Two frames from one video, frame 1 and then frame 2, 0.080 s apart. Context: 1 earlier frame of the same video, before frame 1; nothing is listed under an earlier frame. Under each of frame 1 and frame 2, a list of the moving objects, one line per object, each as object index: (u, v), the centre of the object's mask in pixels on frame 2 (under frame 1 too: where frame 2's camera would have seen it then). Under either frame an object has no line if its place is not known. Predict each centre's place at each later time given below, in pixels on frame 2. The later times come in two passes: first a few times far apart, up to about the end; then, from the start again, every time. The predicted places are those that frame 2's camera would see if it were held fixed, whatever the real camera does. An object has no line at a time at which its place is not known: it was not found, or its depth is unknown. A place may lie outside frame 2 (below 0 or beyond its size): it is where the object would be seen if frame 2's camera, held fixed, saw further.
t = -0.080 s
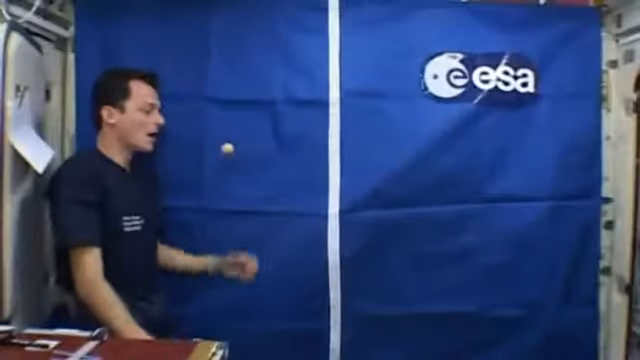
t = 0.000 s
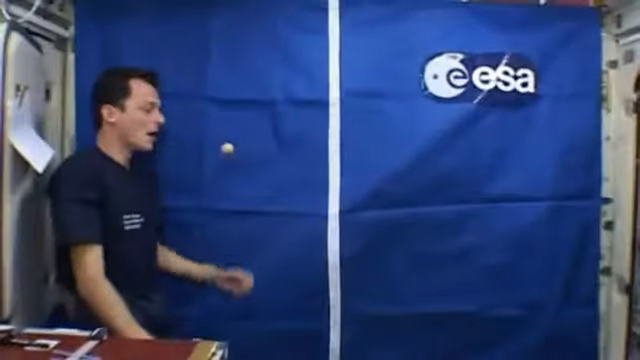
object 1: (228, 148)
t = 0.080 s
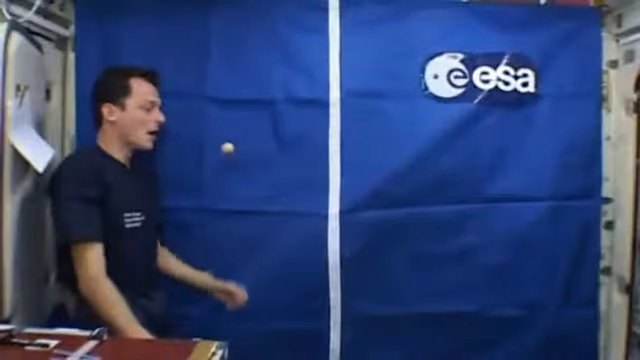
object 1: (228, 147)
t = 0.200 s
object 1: (228, 147)
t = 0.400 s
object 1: (228, 147)
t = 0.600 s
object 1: (228, 147)
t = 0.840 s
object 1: (228, 147)
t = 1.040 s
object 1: (228, 147)
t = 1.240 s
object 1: (229, 147)
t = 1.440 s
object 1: (230, 146)
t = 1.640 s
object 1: (231, 146)
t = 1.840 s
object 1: (233, 145)
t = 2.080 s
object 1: (236, 144)
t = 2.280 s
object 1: (238, 143)
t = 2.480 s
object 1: (242, 142)
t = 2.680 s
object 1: (246, 140)
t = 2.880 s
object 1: (251, 138)
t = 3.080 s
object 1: (256, 136)
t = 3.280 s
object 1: (262, 134)
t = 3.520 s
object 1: (270, 132)
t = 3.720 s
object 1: (278, 130)
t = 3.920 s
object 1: (286, 129)
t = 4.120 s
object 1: (294, 127)
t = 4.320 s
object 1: (303, 126)
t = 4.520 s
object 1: (313, 124)
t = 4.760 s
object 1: (323, 122)
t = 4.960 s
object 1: (334, 120)
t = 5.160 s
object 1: (345, 118)
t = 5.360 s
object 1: (355, 116)
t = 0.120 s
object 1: (227, 147)
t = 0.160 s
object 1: (228, 148)
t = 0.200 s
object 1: (228, 147)
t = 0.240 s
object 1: (228, 147)
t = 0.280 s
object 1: (228, 147)
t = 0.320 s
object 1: (227, 147)
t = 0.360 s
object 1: (228, 147)
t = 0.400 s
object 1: (228, 147)
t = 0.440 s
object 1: (228, 147)
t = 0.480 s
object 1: (228, 147)
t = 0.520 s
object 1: (228, 147)
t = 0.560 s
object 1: (228, 147)
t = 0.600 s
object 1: (228, 147)
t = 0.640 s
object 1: (228, 147)
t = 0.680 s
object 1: (228, 147)
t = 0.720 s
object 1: (228, 147)
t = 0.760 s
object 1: (228, 147)
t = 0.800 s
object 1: (228, 147)
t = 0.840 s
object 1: (228, 147)
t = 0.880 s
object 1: (228, 147)
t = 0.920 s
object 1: (228, 147)
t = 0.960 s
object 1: (228, 147)
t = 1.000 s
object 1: (228, 147)
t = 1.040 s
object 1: (228, 147)
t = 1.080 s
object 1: (228, 147)
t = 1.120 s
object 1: (228, 147)
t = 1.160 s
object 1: (229, 147)
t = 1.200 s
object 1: (229, 147)
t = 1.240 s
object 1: (229, 147)
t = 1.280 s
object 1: (229, 146)
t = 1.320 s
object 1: (229, 146)
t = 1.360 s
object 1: (229, 146)
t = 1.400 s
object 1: (230, 146)
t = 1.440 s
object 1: (230, 146)
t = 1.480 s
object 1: (230, 146)
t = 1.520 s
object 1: (231, 146)
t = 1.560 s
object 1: (231, 146)
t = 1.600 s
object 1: (231, 146)
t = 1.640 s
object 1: (231, 146)
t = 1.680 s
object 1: (232, 146)
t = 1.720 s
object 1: (232, 146)
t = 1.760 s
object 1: (232, 145)
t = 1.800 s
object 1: (233, 145)
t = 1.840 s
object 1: (233, 145)
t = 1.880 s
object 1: (233, 145)
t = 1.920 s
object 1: (234, 145)
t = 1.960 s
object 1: (234, 145)
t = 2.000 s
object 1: (234, 144)
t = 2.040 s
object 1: (235, 144)
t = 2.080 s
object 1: (236, 144)
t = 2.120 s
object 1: (236, 144)
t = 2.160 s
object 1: (237, 144)
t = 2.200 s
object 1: (237, 144)
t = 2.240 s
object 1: (238, 144)
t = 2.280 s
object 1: (238, 143)
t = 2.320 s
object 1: (239, 143)
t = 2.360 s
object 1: (239, 143)
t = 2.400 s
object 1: (240, 142)
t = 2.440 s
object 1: (241, 142)
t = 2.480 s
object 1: (242, 142)
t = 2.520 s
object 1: (243, 141)
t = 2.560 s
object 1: (243, 141)
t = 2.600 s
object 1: (244, 141)
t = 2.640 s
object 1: (245, 140)
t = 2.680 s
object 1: (246, 140)
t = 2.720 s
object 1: (247, 140)
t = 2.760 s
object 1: (248, 139)
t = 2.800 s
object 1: (249, 139)
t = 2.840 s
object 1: (250, 139)
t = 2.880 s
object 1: (251, 138)
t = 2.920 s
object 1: (251, 138)
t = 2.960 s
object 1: (253, 138)
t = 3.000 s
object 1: (254, 137)
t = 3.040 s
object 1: (255, 136)
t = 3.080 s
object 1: (256, 136)
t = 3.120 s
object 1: (258, 136)
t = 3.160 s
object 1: (258, 136)
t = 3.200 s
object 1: (260, 135)
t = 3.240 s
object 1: (261, 135)
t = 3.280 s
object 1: (262, 134)
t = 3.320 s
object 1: (263, 134)
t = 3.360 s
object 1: (265, 134)
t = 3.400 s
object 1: (266, 133)
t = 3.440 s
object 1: (268, 133)
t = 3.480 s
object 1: (269, 132)
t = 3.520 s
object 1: (270, 132)
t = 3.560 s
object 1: (272, 132)
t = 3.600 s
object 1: (273, 131)
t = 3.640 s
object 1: (275, 131)
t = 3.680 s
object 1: (276, 131)
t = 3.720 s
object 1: (278, 130)
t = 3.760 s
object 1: (279, 130)
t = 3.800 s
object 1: (281, 130)
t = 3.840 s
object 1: (283, 130)
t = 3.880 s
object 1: (284, 129)
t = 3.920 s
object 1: (286, 129)
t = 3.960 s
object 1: (287, 128)
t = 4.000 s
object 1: (289, 128)
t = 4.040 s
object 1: (290, 128)
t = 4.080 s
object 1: (293, 128)
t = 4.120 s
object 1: (294, 127)
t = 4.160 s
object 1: (296, 127)
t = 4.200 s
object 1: (297, 127)
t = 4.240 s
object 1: (300, 126)
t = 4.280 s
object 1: (301, 126)
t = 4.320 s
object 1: (303, 126)
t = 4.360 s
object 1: (305, 125)
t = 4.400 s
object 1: (307, 125)
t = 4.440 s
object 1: (308, 125)
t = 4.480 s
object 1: (310, 124)
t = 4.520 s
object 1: (313, 124)
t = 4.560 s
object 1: (314, 124)
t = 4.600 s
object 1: (316, 123)
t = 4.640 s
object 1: (318, 123)
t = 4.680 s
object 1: (320, 123)
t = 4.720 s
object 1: (322, 122)
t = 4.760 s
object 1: (323, 122)
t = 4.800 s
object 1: (324, 121)
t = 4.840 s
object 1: (326, 121)
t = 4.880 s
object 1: (329, 121)
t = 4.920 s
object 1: (331, 121)
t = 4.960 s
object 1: (334, 120)
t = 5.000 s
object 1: (336, 120)
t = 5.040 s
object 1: (338, 119)
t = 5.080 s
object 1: (340, 118)
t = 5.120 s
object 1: (342, 118)
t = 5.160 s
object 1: (345, 118)
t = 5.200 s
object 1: (347, 117)
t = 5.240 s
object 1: (349, 117)
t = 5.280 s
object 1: (351, 117)
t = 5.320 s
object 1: (353, 116)
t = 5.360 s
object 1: (355, 116)
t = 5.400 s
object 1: (357, 115)
